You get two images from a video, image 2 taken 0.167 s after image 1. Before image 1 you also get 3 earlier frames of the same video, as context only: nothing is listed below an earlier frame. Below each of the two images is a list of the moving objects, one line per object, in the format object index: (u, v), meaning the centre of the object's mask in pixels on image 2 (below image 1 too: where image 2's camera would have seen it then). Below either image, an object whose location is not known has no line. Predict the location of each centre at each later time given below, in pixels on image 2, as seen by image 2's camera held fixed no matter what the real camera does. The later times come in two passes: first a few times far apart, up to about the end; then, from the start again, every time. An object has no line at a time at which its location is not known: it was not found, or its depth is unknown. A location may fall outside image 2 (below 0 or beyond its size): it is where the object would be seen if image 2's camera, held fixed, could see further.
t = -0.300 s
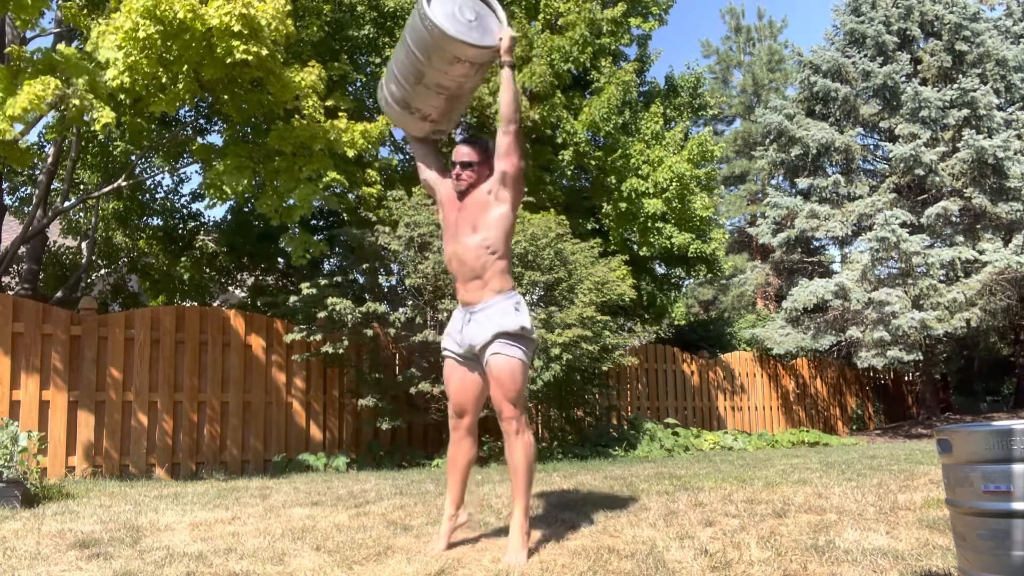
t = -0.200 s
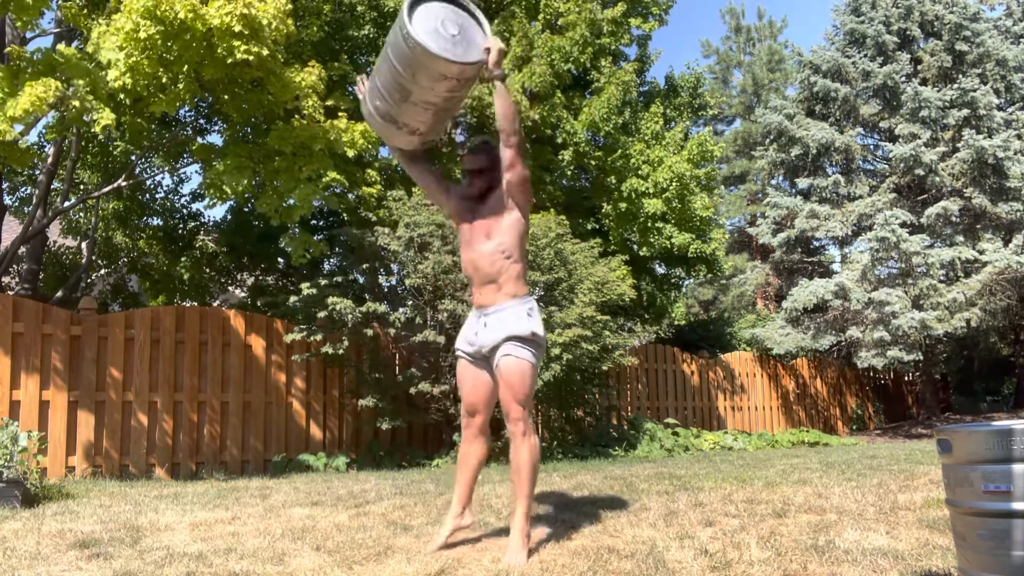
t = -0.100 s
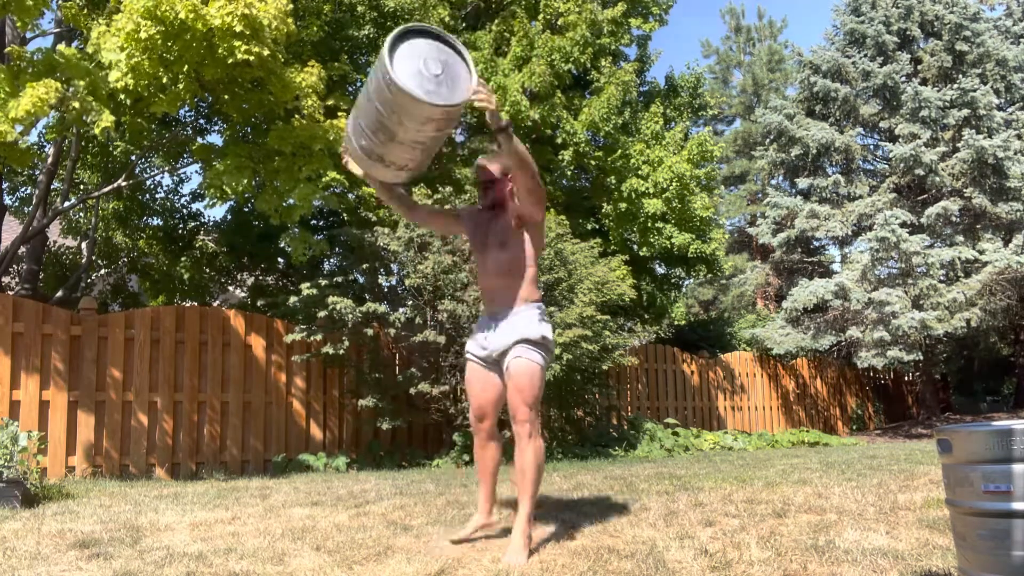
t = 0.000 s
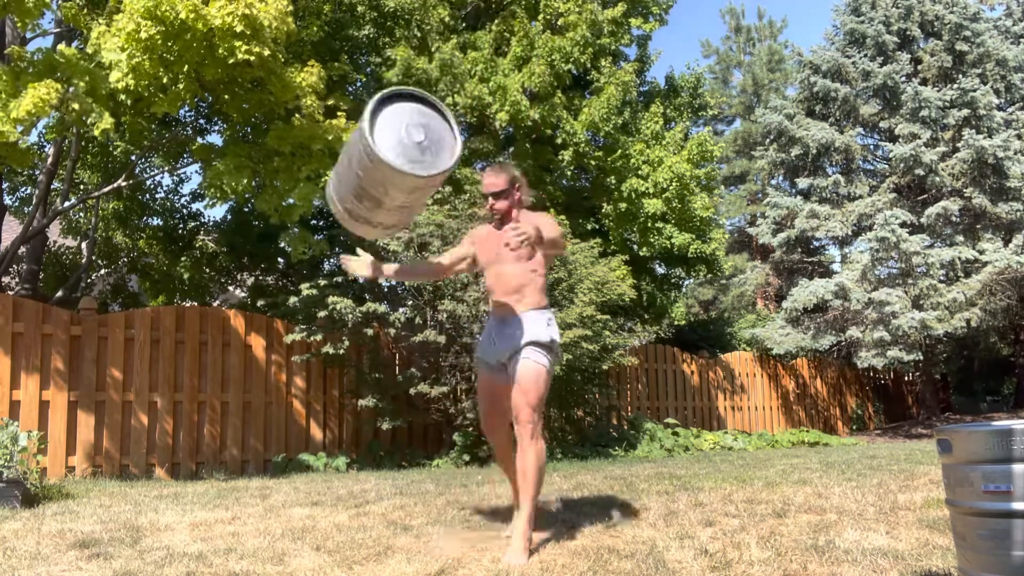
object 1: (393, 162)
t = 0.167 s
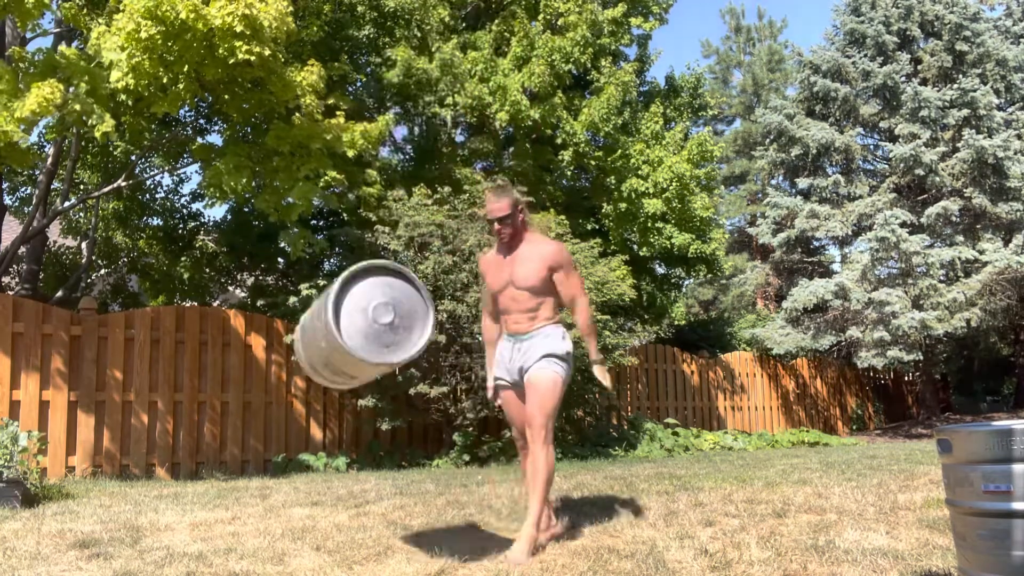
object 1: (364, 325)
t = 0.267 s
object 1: (346, 470)
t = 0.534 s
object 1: (353, 533)
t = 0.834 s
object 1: (342, 534)
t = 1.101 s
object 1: (338, 534)
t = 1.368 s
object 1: (342, 534)
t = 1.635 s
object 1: (340, 534)
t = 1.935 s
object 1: (341, 534)
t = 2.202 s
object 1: (341, 534)
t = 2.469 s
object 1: (341, 534)
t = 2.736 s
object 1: (341, 534)
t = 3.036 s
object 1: (341, 534)
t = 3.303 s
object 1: (341, 534)
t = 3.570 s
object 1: (341, 534)
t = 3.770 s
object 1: (333, 533)
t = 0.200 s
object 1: (359, 369)
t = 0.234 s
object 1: (353, 417)
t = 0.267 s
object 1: (346, 470)
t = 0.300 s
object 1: (339, 525)
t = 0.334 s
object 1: (341, 535)
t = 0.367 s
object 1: (346, 534)
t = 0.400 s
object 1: (348, 533)
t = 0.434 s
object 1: (350, 533)
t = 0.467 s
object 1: (351, 533)
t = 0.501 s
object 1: (352, 533)
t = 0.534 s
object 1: (353, 533)
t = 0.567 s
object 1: (352, 533)
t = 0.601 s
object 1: (352, 533)
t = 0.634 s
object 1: (351, 533)
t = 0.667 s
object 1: (350, 533)
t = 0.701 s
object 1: (348, 533)
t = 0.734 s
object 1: (346, 534)
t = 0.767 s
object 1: (345, 534)
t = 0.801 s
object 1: (343, 534)
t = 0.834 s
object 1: (342, 534)
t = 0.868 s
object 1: (339, 534)
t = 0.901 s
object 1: (338, 534)
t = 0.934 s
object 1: (337, 534)
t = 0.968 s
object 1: (337, 534)
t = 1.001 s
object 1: (337, 534)
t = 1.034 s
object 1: (337, 534)
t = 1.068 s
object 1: (338, 534)
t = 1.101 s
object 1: (338, 534)
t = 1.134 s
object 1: (339, 534)
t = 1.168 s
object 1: (340, 534)
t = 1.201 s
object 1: (341, 534)
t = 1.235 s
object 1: (341, 534)
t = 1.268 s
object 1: (342, 534)
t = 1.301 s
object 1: (342, 534)
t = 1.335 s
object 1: (342, 534)
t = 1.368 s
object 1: (342, 534)
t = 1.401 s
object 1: (342, 534)
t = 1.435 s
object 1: (341, 534)
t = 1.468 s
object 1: (341, 534)
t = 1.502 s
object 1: (341, 534)
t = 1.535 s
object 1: (340, 534)
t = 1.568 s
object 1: (340, 534)
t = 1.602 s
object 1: (340, 534)
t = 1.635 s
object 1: (340, 534)
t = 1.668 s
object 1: (340, 534)
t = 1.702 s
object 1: (341, 534)
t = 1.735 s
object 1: (341, 534)
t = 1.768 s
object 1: (341, 534)
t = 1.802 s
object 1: (341, 534)
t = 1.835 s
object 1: (341, 534)
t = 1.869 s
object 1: (341, 534)
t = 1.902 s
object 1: (341, 534)
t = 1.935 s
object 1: (341, 534)
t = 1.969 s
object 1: (341, 534)
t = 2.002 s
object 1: (341, 534)
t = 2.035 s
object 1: (341, 534)
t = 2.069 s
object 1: (340, 534)
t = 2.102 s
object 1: (341, 534)
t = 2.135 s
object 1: (341, 534)
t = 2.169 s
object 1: (341, 534)
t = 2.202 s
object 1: (341, 534)
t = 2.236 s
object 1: (341, 534)
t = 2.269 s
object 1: (341, 534)
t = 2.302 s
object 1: (341, 534)
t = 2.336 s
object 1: (341, 534)
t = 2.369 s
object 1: (341, 534)
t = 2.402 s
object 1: (341, 534)
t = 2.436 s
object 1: (341, 534)
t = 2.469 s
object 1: (341, 534)
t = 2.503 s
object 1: (341, 534)
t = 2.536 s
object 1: (341, 534)
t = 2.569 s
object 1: (341, 534)
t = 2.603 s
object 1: (341, 534)
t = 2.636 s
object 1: (341, 534)
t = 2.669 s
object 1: (341, 534)
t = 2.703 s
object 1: (341, 534)
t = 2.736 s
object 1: (341, 534)
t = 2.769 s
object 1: (341, 534)
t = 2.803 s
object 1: (341, 534)
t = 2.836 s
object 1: (341, 534)
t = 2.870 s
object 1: (341, 534)
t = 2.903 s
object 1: (341, 534)
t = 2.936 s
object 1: (341, 534)
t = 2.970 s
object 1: (341, 534)
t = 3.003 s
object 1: (341, 534)
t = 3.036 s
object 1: (341, 534)
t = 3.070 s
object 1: (341, 534)
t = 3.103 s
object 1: (341, 534)
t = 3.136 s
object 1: (341, 534)
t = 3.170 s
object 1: (341, 534)
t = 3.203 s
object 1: (341, 534)
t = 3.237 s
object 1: (341, 534)
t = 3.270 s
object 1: (341, 534)
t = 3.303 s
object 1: (341, 534)
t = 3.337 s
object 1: (341, 534)
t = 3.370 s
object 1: (341, 534)
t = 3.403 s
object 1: (341, 534)
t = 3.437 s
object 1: (341, 534)
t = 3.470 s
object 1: (341, 534)
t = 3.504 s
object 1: (341, 534)
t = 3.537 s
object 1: (341, 534)
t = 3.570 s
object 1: (341, 534)
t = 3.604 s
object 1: (341, 534)
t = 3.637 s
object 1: (341, 534)
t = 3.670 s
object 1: (339, 533)
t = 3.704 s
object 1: (338, 533)
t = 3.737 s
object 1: (335, 533)
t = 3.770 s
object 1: (333, 533)
